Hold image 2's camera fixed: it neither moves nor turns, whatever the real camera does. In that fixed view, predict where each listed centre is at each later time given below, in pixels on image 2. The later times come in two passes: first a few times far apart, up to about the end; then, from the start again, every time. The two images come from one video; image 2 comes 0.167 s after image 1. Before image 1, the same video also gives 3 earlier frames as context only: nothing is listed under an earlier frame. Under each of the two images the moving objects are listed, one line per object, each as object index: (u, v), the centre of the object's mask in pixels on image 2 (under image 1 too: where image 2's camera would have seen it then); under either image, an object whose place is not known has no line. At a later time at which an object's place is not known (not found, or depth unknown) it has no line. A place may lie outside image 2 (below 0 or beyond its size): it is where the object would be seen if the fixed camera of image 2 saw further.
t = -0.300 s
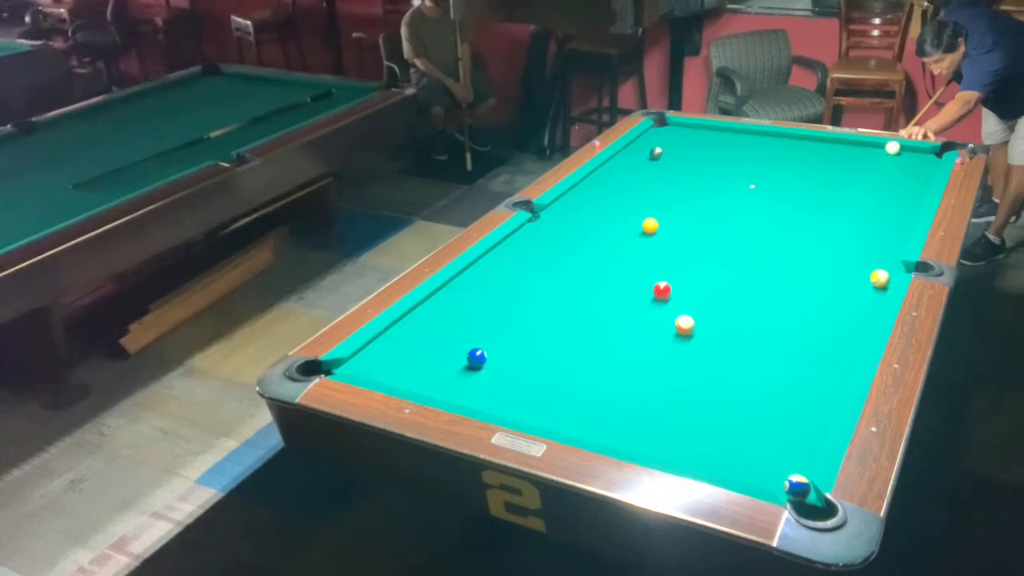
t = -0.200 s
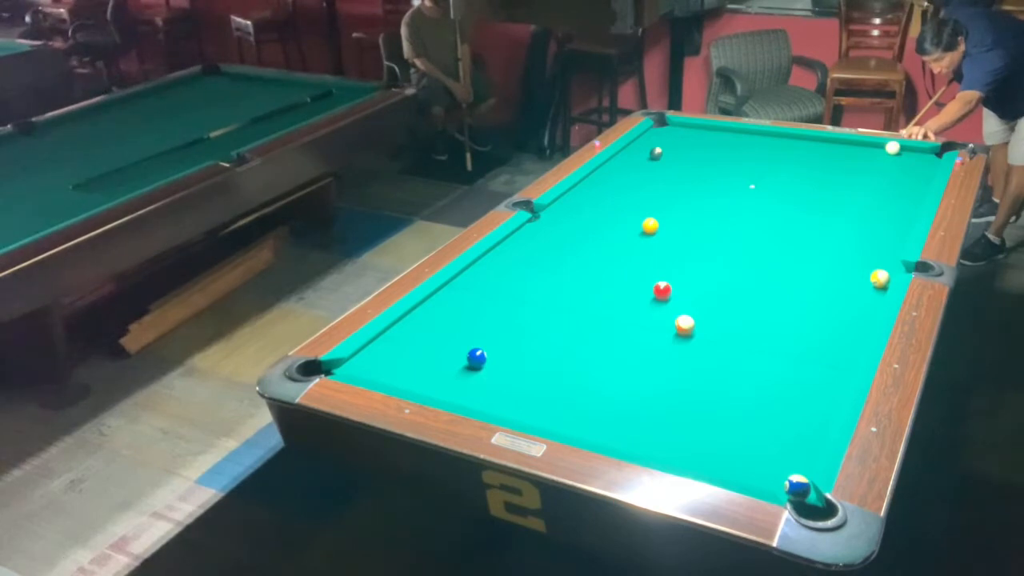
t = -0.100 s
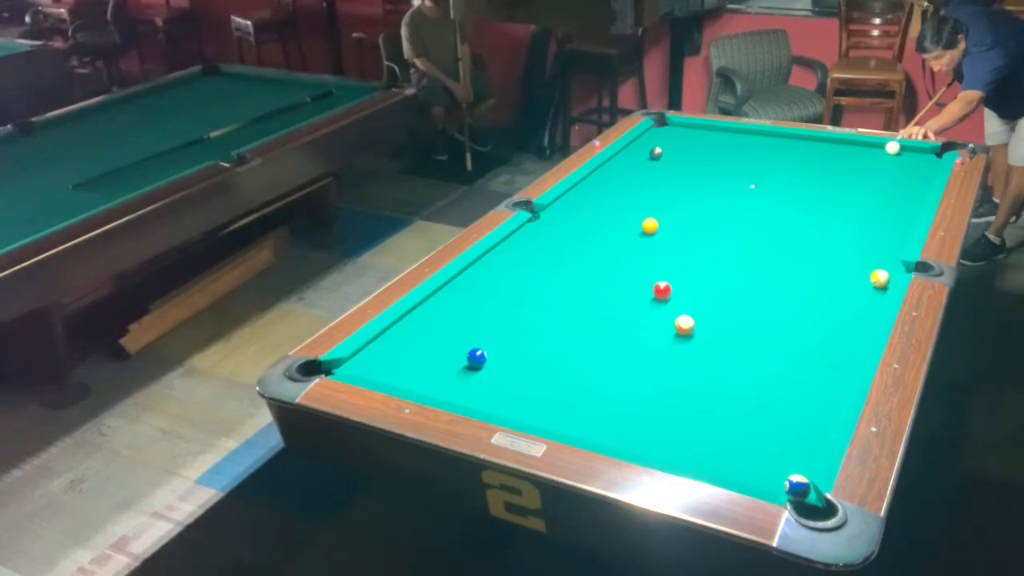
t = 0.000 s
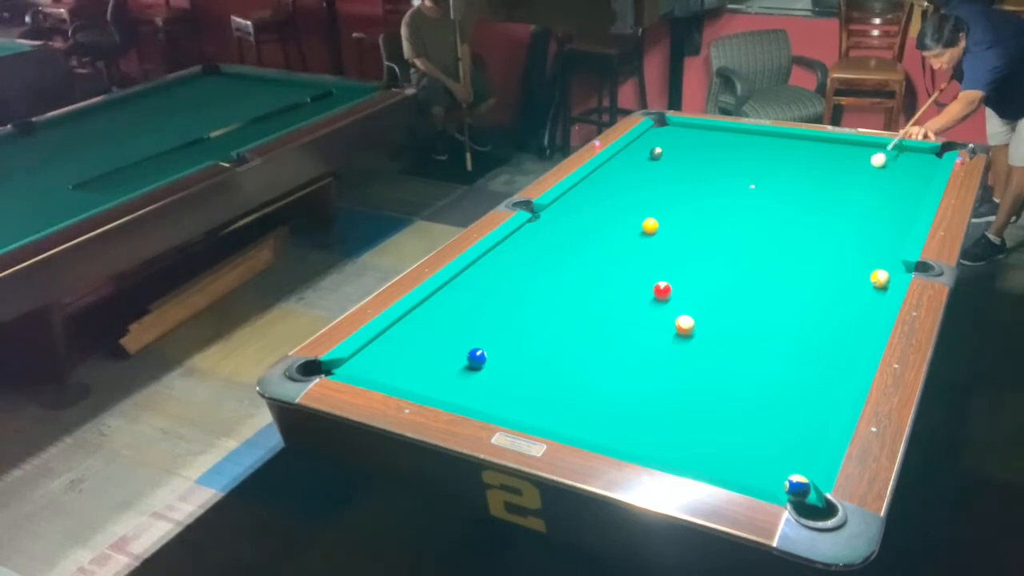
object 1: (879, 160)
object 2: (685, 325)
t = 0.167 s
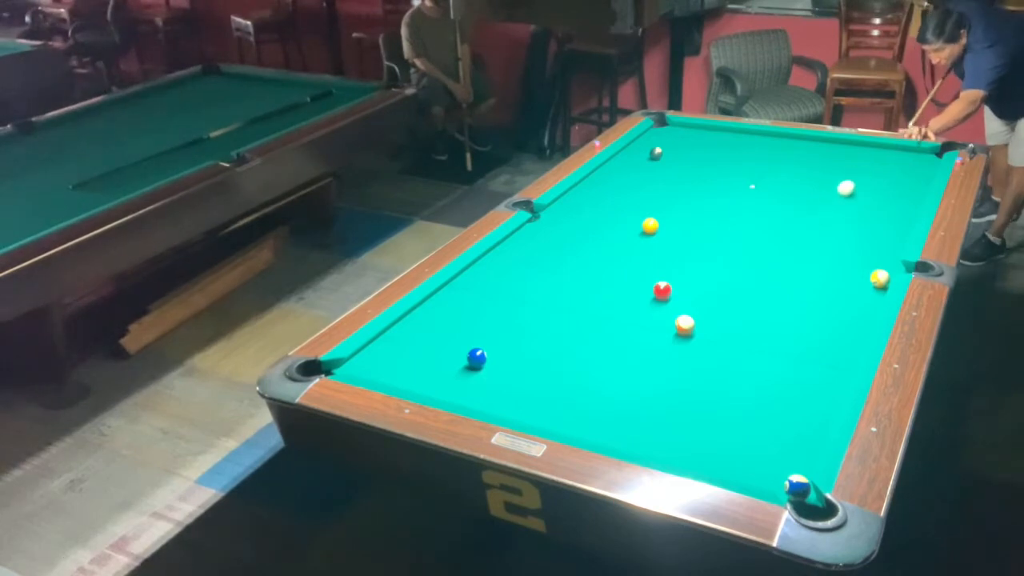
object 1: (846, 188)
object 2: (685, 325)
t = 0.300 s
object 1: (817, 213)
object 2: (684, 325)
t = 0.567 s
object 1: (747, 274)
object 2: (684, 325)
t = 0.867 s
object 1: (705, 327)
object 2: (626, 359)
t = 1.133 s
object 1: (703, 356)
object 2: (528, 414)
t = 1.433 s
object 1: (699, 392)
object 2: (549, 363)
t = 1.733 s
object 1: (695, 431)
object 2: (566, 321)
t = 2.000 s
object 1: (694, 457)
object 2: (578, 290)
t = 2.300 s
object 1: (716, 439)
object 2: (590, 260)
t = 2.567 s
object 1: (733, 423)
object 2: (600, 237)
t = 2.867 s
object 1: (750, 407)
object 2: (609, 215)
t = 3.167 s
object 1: (764, 393)
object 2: (618, 195)
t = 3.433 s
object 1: (775, 383)
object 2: (625, 180)
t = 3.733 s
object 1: (786, 372)
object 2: (632, 165)
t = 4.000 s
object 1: (793, 364)
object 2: (637, 153)
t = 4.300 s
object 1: (800, 356)
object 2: (643, 141)
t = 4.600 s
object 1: (806, 350)
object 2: (652, 131)
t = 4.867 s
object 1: (810, 345)
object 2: (663, 124)
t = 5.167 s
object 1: (814, 342)
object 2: (661, 123)
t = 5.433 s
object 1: (815, 340)
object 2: (659, 125)
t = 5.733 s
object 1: (816, 338)
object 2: (661, 126)
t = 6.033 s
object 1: (816, 338)
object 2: (663, 127)
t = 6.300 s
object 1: (816, 338)
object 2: (664, 127)
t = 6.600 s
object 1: (816, 338)
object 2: (665, 127)
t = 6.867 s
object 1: (816, 338)
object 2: (665, 127)
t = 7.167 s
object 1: (816, 338)
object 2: (665, 127)
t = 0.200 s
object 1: (839, 194)
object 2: (685, 325)
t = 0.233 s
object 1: (832, 200)
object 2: (685, 325)
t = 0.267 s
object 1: (824, 206)
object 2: (685, 325)
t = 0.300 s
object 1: (817, 213)
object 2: (684, 325)
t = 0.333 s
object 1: (809, 220)
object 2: (685, 325)
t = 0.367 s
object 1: (801, 227)
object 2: (685, 325)
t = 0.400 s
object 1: (793, 234)
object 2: (684, 325)
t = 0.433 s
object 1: (784, 242)
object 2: (685, 325)
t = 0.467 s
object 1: (775, 249)
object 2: (684, 325)
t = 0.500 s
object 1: (766, 257)
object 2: (684, 325)
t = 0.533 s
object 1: (757, 265)
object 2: (685, 325)
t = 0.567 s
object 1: (747, 274)
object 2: (684, 325)
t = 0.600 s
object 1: (737, 282)
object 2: (685, 325)
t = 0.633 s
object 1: (727, 291)
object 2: (685, 325)
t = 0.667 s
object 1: (717, 300)
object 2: (685, 325)
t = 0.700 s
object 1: (706, 309)
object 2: (684, 325)
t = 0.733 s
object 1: (698, 318)
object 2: (682, 326)
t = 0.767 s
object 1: (700, 320)
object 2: (668, 334)
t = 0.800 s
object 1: (702, 322)
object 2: (654, 343)
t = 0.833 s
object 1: (704, 324)
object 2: (640, 351)
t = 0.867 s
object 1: (705, 327)
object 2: (626, 359)
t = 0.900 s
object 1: (706, 330)
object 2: (612, 368)
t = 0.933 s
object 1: (706, 333)
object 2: (599, 376)
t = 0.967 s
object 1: (705, 337)
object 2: (586, 383)
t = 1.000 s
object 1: (705, 340)
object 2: (574, 390)
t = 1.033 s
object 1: (705, 344)
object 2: (561, 398)
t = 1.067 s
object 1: (704, 348)
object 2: (549, 405)
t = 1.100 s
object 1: (704, 352)
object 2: (536, 412)
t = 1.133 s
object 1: (703, 356)
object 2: (528, 414)
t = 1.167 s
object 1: (703, 359)
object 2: (531, 410)
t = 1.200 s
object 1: (702, 363)
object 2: (534, 403)
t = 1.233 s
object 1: (702, 367)
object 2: (536, 397)
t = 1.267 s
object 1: (702, 371)
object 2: (539, 390)
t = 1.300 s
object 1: (701, 375)
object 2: (541, 385)
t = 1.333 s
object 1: (701, 380)
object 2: (543, 379)
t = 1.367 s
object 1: (700, 384)
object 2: (545, 374)
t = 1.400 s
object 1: (700, 388)
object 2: (547, 369)
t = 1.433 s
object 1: (699, 392)
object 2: (549, 363)
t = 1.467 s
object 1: (699, 396)
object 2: (552, 358)
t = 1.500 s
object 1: (698, 401)
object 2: (553, 353)
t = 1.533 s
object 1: (698, 405)
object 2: (555, 348)
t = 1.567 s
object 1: (697, 409)
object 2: (557, 344)
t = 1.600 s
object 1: (697, 413)
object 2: (559, 339)
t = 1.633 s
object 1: (696, 418)
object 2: (561, 334)
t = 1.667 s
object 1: (696, 422)
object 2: (562, 330)
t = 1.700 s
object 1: (695, 427)
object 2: (564, 326)
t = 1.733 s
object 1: (695, 431)
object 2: (566, 321)
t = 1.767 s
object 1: (694, 436)
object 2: (567, 317)
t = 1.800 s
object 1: (694, 441)
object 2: (569, 313)
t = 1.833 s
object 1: (693, 445)
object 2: (571, 309)
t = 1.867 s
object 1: (693, 449)
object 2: (572, 305)
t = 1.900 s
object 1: (692, 454)
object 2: (574, 301)
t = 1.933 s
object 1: (691, 457)
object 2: (575, 297)
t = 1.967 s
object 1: (692, 459)
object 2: (577, 293)
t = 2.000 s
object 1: (694, 457)
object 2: (578, 290)
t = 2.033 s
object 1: (697, 455)
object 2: (580, 286)
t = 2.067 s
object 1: (700, 455)
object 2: (581, 283)
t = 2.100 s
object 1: (702, 452)
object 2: (582, 279)
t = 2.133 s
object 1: (704, 450)
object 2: (584, 276)
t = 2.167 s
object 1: (707, 448)
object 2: (585, 272)
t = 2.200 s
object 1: (709, 445)
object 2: (586, 269)
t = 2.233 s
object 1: (711, 443)
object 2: (588, 266)
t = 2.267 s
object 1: (714, 442)
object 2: (589, 263)
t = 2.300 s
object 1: (716, 439)
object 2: (590, 260)
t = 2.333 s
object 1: (718, 437)
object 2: (592, 257)
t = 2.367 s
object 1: (720, 436)
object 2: (593, 254)
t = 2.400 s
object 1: (723, 433)
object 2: (594, 251)
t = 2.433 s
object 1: (725, 431)
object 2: (595, 248)
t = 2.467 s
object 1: (727, 429)
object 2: (596, 245)
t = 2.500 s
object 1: (729, 427)
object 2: (597, 242)
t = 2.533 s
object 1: (731, 425)
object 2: (599, 240)
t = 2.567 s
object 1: (733, 423)
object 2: (600, 237)
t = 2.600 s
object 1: (735, 421)
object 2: (601, 234)
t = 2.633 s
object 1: (737, 419)
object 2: (602, 232)
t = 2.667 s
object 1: (739, 417)
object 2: (603, 229)
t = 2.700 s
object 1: (740, 416)
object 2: (604, 227)
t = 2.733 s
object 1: (742, 414)
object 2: (605, 224)
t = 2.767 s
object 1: (744, 412)
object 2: (606, 222)
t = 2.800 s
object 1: (746, 410)
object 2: (608, 219)
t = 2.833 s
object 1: (748, 408)
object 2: (608, 217)
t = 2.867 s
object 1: (750, 407)
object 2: (609, 215)
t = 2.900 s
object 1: (751, 405)
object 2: (610, 212)
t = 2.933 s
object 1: (753, 404)
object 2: (611, 210)
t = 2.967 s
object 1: (755, 402)
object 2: (612, 208)
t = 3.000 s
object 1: (756, 401)
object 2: (613, 206)
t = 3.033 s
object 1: (758, 399)
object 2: (614, 204)
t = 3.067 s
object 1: (759, 397)
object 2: (615, 202)
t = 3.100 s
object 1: (761, 396)
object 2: (616, 200)
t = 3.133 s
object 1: (763, 395)
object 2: (617, 197)
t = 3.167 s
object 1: (764, 393)
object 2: (618, 195)
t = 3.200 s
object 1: (766, 392)
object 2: (619, 193)
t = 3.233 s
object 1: (767, 390)
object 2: (619, 192)
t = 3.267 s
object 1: (768, 389)
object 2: (621, 189)
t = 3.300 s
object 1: (770, 387)
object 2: (621, 187)
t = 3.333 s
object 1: (771, 386)
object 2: (622, 186)
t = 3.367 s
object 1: (772, 385)
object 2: (623, 184)
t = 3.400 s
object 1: (774, 384)
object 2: (624, 182)
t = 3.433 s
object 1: (775, 383)
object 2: (625, 180)
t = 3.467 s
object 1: (776, 381)
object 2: (625, 178)
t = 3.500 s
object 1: (778, 380)
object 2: (626, 177)
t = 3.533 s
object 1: (779, 379)
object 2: (627, 175)
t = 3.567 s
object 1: (780, 377)
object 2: (628, 173)
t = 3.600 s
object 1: (781, 376)
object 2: (629, 171)
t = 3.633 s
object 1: (783, 375)
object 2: (629, 170)
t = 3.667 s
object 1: (784, 374)
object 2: (630, 168)
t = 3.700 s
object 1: (785, 373)
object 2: (631, 167)
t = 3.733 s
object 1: (786, 372)
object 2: (632, 165)
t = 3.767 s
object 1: (787, 371)
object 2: (632, 163)
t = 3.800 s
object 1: (788, 370)
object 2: (633, 162)
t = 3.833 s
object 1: (789, 369)
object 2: (633, 160)
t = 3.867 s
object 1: (790, 368)
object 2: (634, 159)
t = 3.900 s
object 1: (791, 367)
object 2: (635, 157)
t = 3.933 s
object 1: (792, 366)
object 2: (636, 156)
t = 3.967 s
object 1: (792, 365)
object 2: (637, 154)
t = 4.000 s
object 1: (793, 364)
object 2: (637, 153)
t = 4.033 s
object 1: (794, 363)
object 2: (638, 152)
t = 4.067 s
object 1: (795, 362)
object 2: (639, 150)
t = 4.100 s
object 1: (796, 361)
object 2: (639, 149)
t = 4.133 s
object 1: (797, 360)
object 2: (640, 147)
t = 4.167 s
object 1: (798, 359)
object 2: (640, 146)
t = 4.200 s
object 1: (798, 359)
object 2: (641, 144)
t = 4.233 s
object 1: (799, 358)
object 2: (642, 143)
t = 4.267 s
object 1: (800, 357)
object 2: (642, 142)
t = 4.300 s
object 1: (800, 356)
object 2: (643, 141)
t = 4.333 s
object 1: (801, 355)
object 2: (644, 139)
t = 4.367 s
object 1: (801, 355)
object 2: (645, 138)
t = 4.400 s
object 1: (802, 354)
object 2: (645, 137)
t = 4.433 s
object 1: (803, 353)
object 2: (646, 136)
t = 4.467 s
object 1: (804, 353)
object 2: (646, 135)
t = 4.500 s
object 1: (804, 351)
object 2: (647, 134)
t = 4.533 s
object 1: (805, 351)
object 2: (648, 133)
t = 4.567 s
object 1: (805, 350)
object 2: (650, 132)
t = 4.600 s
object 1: (806, 350)
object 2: (652, 131)
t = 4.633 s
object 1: (806, 349)
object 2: (653, 130)
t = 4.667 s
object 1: (807, 348)
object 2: (655, 129)
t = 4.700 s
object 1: (807, 348)
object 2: (656, 128)
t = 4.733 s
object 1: (808, 347)
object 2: (658, 128)
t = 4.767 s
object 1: (809, 347)
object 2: (659, 127)
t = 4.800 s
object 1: (809, 346)
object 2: (660, 126)
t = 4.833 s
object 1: (810, 346)
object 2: (662, 125)
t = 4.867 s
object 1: (810, 345)
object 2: (663, 124)
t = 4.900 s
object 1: (811, 345)
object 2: (665, 124)
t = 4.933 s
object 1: (811, 344)
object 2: (667, 123)
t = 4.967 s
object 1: (812, 344)
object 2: (667, 122)
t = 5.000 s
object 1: (812, 344)
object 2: (666, 123)
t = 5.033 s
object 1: (812, 343)
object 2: (665, 123)
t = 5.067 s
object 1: (813, 343)
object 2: (664, 123)
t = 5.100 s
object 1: (813, 343)
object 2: (663, 123)
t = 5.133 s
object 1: (813, 342)
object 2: (662, 123)
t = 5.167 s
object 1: (814, 342)
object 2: (661, 123)
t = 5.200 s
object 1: (814, 342)
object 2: (660, 123)
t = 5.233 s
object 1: (814, 341)
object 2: (659, 124)
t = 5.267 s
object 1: (814, 341)
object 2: (659, 124)
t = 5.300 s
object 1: (815, 341)
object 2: (659, 124)
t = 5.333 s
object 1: (815, 340)
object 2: (659, 124)
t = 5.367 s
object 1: (815, 340)
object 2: (659, 124)
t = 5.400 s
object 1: (815, 340)
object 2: (659, 125)
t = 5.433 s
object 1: (815, 340)
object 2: (659, 125)
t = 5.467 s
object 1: (815, 339)
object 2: (660, 125)
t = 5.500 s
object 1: (815, 339)
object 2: (660, 125)
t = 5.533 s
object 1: (815, 339)
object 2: (660, 125)
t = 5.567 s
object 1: (816, 339)
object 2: (660, 125)
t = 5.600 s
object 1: (816, 338)
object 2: (660, 125)
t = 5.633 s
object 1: (816, 338)
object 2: (660, 126)
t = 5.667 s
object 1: (816, 338)
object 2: (661, 126)
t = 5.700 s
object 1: (816, 338)
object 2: (661, 126)
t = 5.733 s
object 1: (816, 338)
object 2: (661, 126)
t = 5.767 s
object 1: (816, 338)
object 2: (661, 126)
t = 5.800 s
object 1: (816, 338)
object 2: (662, 126)
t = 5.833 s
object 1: (816, 338)
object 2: (662, 126)
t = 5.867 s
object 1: (816, 338)
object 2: (662, 126)
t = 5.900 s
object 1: (816, 338)
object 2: (662, 127)
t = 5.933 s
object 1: (816, 338)
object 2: (662, 127)
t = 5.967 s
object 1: (816, 338)
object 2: (663, 127)
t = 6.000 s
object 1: (816, 338)
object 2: (663, 127)
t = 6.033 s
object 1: (816, 338)
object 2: (663, 127)
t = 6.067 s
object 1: (816, 338)
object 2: (663, 127)
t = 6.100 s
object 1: (816, 338)
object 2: (663, 127)
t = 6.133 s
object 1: (816, 338)
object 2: (663, 127)
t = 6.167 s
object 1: (816, 338)
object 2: (664, 127)
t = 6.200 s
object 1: (816, 338)
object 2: (664, 127)
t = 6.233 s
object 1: (816, 338)
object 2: (664, 127)
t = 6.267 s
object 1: (816, 338)
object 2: (664, 127)
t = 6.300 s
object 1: (816, 338)
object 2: (664, 127)
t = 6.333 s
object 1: (816, 338)
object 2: (664, 127)
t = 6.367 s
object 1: (816, 338)
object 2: (664, 127)
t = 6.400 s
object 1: (816, 338)
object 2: (664, 127)
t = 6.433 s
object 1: (816, 338)
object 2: (664, 127)
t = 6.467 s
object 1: (816, 338)
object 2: (664, 127)
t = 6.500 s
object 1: (816, 338)
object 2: (665, 127)
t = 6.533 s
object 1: (816, 338)
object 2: (665, 127)
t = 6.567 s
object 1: (816, 338)
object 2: (665, 127)
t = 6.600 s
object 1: (816, 338)
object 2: (665, 127)
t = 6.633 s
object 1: (816, 338)
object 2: (665, 127)
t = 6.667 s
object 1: (816, 338)
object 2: (665, 127)
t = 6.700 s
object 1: (816, 338)
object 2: (665, 127)
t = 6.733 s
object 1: (816, 338)
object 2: (665, 127)
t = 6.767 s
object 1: (816, 338)
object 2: (665, 127)
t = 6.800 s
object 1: (816, 338)
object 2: (665, 127)
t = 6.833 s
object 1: (816, 338)
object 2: (665, 127)
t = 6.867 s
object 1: (816, 338)
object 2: (665, 127)
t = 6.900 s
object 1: (816, 338)
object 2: (665, 127)
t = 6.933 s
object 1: (816, 338)
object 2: (665, 127)
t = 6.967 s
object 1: (817, 336)
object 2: (665, 127)
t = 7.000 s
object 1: (816, 338)
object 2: (665, 127)
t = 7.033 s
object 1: (816, 338)
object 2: (665, 128)
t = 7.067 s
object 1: (816, 338)
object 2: (665, 127)
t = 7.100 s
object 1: (816, 338)
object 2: (665, 127)
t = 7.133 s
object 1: (816, 338)
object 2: (665, 128)
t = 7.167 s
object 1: (816, 338)
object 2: (665, 127)
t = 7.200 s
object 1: (816, 338)
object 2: (665, 128)
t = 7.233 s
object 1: (816, 338)
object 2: (665, 128)
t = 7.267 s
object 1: (816, 338)
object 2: (665, 127)
